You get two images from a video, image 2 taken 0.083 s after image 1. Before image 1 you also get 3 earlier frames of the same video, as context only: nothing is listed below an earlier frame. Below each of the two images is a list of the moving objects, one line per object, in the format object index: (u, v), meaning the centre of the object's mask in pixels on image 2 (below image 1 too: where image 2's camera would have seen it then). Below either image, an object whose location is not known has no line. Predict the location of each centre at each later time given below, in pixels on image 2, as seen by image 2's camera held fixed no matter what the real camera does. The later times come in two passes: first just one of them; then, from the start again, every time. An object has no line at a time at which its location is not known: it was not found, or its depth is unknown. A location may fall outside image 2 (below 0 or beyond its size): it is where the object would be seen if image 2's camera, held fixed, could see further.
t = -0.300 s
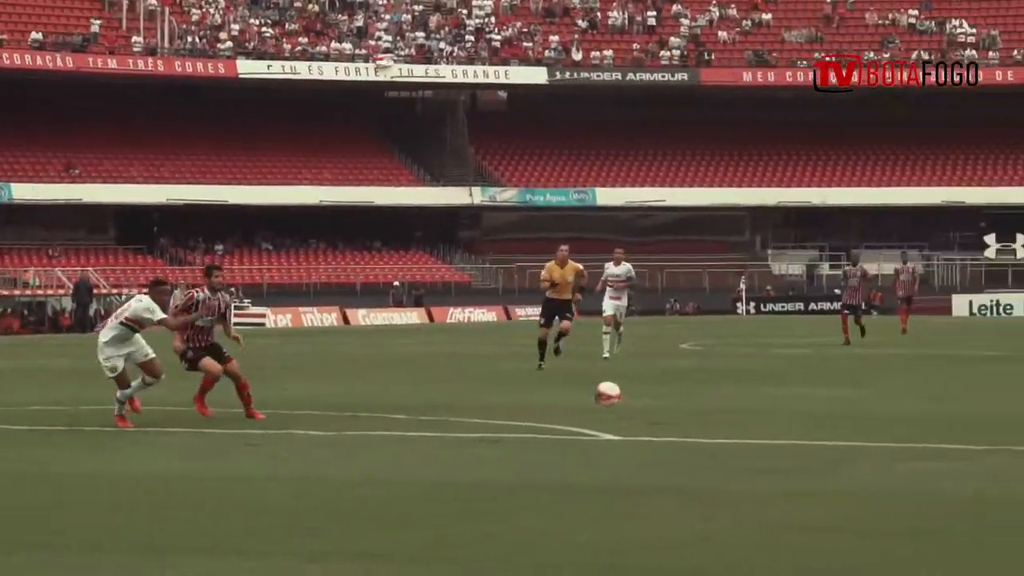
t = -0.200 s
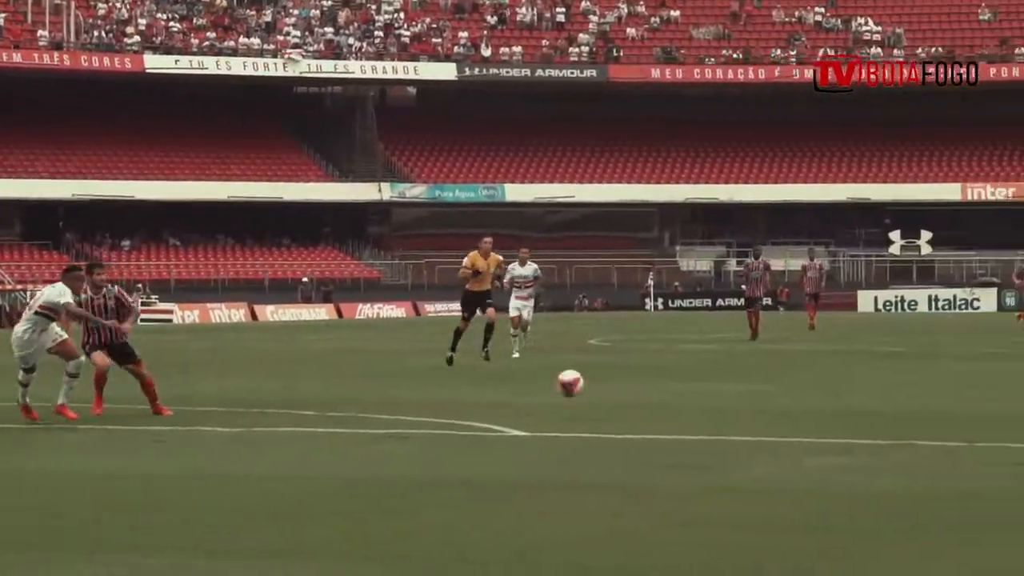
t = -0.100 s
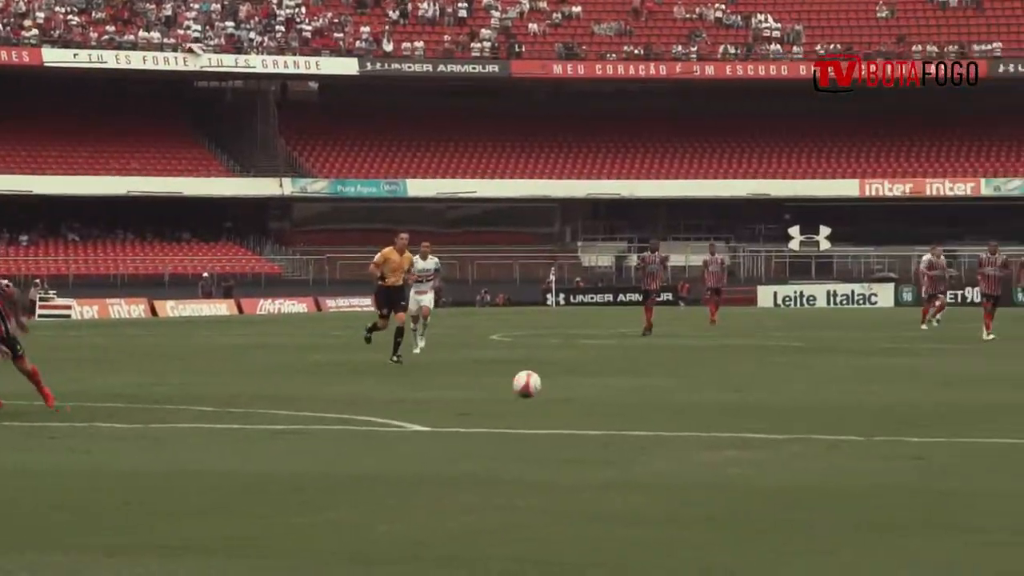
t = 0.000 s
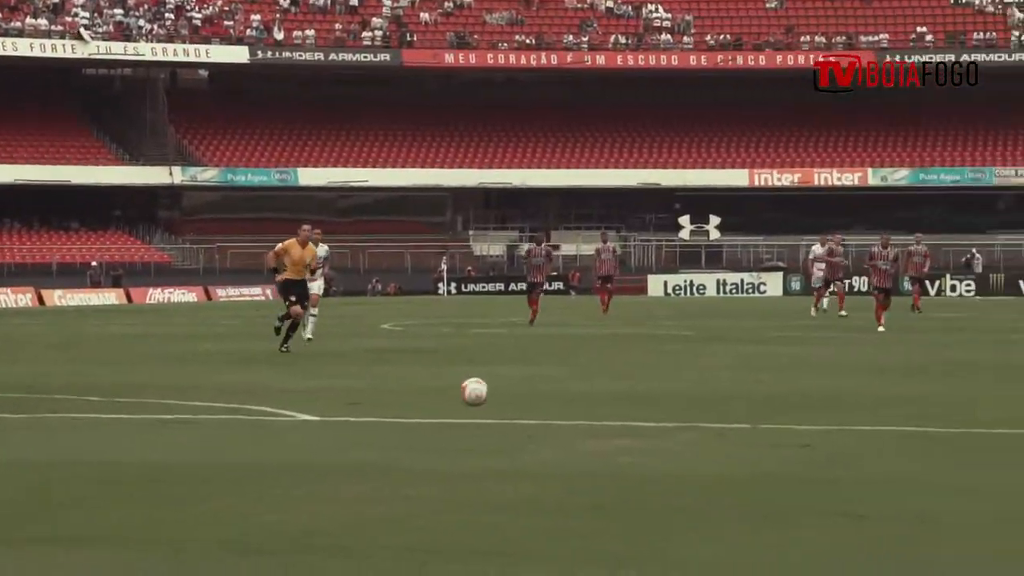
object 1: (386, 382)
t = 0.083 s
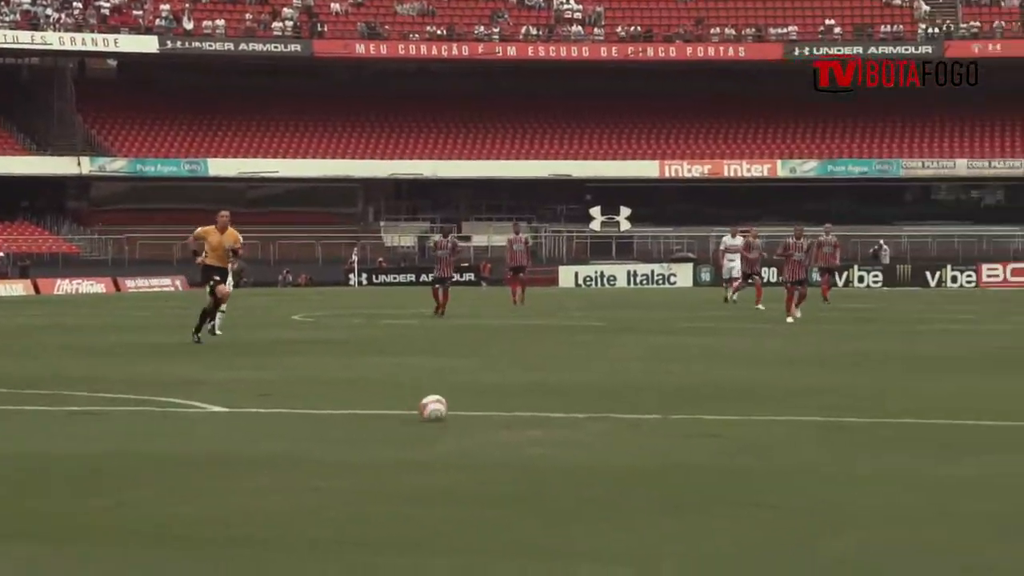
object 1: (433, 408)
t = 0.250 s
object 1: (527, 392)
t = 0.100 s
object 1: (444, 408)
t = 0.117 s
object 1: (453, 405)
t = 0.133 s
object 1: (463, 402)
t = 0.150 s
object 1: (472, 400)
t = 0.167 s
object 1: (481, 398)
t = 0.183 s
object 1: (491, 395)
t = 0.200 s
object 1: (499, 394)
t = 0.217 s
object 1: (508, 392)
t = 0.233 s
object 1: (518, 392)
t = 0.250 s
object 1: (527, 392)
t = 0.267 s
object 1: (537, 391)
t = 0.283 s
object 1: (546, 391)
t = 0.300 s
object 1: (555, 392)
